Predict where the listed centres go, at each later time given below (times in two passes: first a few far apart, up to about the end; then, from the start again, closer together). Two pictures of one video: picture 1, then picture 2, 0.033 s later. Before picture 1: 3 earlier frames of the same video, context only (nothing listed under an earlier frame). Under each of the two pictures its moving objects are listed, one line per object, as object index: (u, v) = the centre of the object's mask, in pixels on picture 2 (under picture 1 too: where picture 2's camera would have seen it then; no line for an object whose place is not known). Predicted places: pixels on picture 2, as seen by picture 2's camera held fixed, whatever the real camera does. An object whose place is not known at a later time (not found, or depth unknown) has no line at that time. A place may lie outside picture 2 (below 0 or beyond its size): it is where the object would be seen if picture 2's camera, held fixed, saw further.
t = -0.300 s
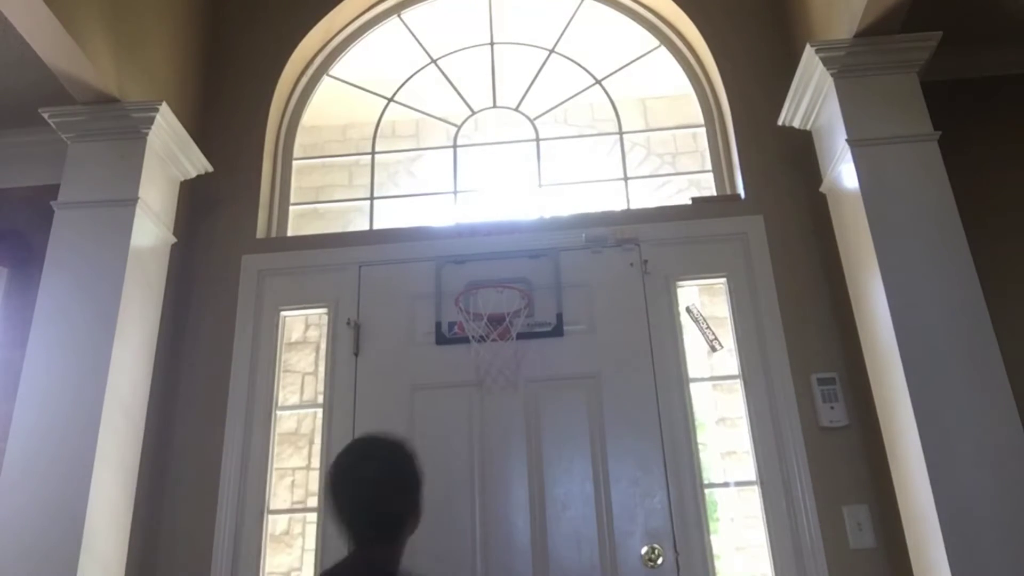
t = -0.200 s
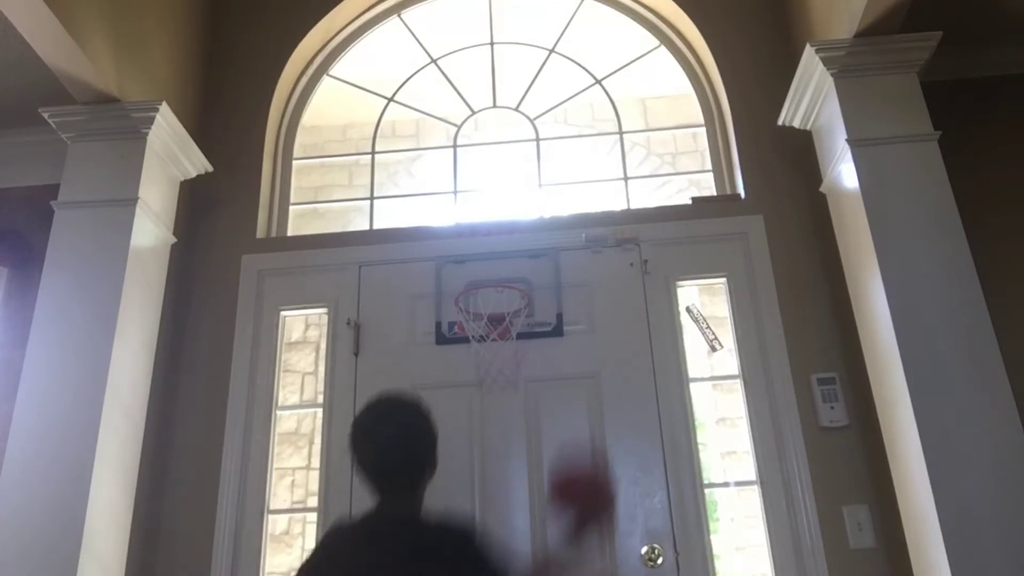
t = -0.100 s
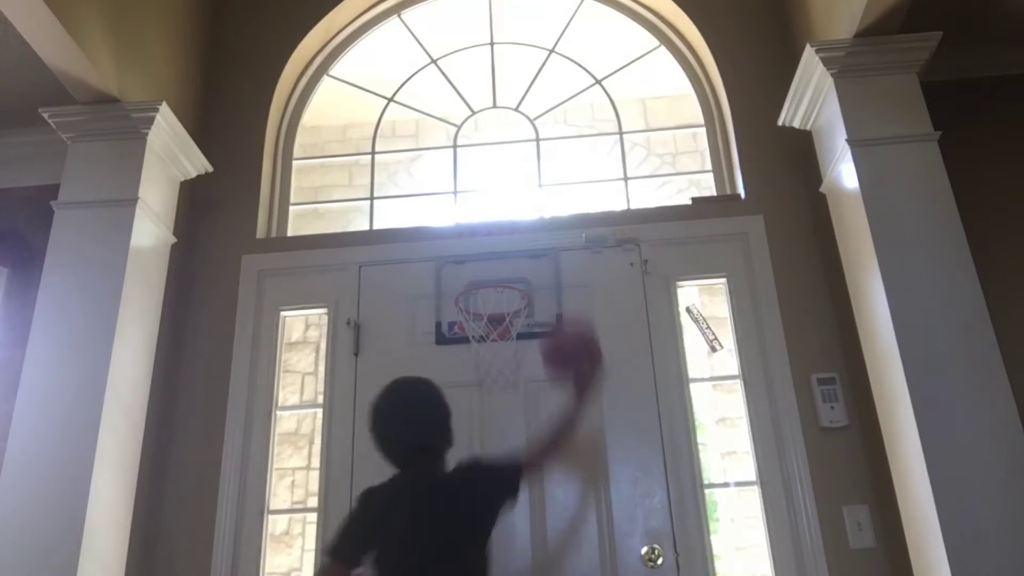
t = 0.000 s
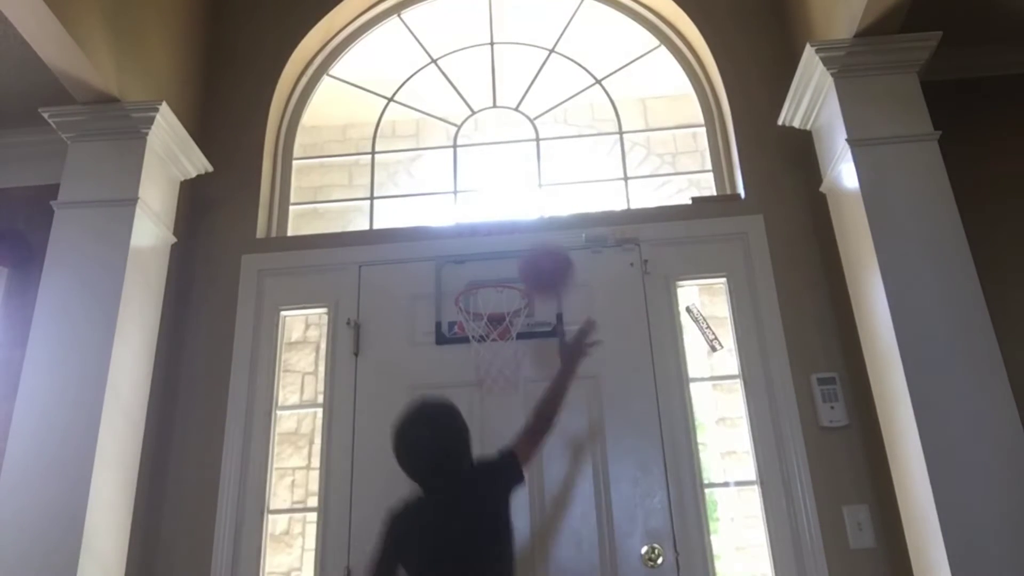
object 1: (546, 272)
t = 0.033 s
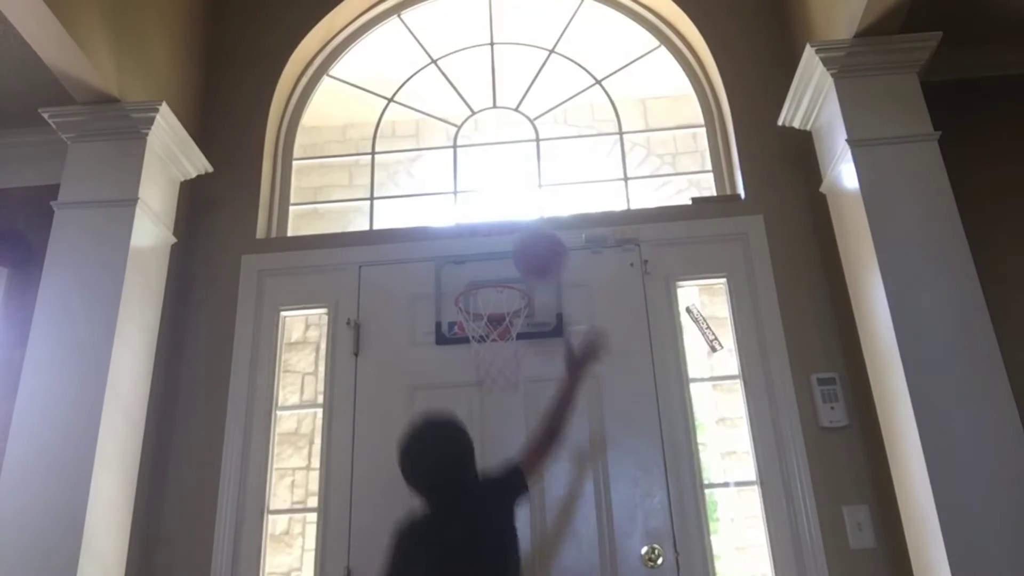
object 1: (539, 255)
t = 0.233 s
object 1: (509, 239)
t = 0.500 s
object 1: (486, 323)
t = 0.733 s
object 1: (522, 447)
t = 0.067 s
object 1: (534, 244)
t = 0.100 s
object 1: (528, 237)
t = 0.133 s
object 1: (523, 233)
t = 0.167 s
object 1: (518, 233)
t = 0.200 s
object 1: (514, 235)
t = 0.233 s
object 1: (509, 239)
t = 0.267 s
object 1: (506, 245)
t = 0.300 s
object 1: (502, 259)
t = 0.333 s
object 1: (499, 268)
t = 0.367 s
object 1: (495, 273)
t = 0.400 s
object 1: (490, 276)
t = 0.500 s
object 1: (486, 323)
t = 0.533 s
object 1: (488, 337)
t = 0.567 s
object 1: (495, 350)
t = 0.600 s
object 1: (500, 363)
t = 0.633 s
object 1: (505, 377)
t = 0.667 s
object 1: (510, 397)
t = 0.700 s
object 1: (516, 421)
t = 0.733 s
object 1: (522, 447)
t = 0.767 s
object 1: (529, 483)
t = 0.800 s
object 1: (537, 529)
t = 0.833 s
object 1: (542, 554)
